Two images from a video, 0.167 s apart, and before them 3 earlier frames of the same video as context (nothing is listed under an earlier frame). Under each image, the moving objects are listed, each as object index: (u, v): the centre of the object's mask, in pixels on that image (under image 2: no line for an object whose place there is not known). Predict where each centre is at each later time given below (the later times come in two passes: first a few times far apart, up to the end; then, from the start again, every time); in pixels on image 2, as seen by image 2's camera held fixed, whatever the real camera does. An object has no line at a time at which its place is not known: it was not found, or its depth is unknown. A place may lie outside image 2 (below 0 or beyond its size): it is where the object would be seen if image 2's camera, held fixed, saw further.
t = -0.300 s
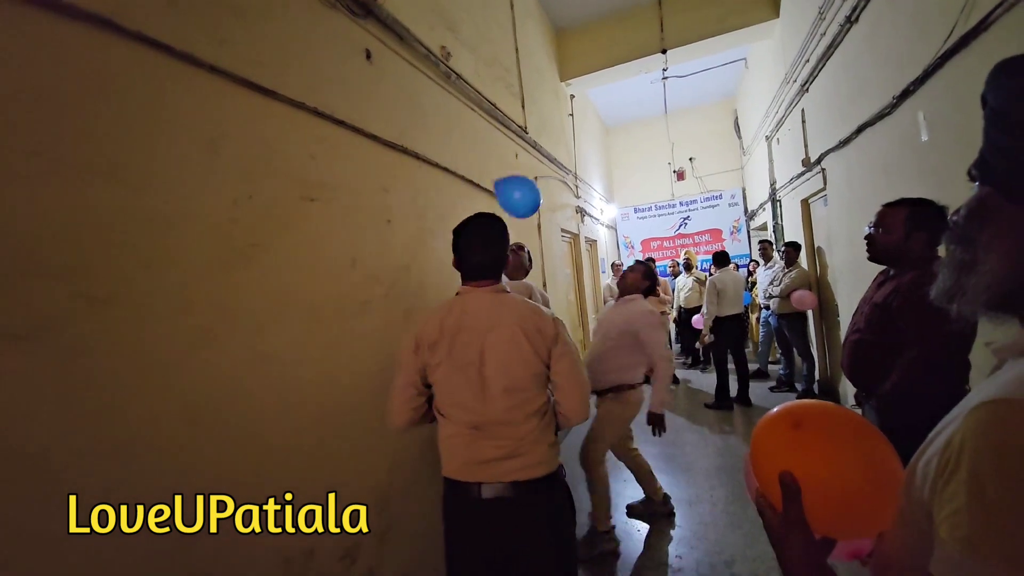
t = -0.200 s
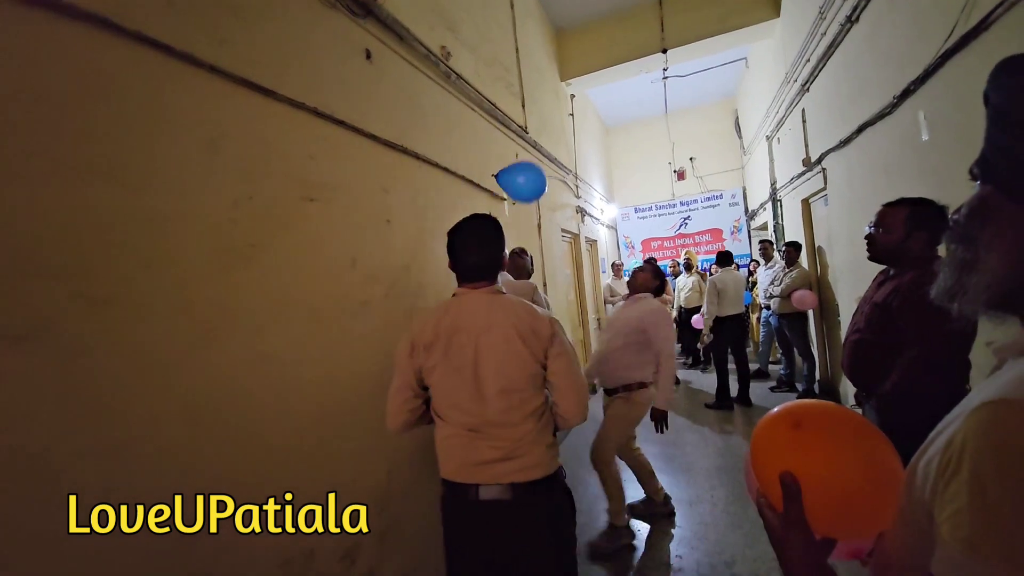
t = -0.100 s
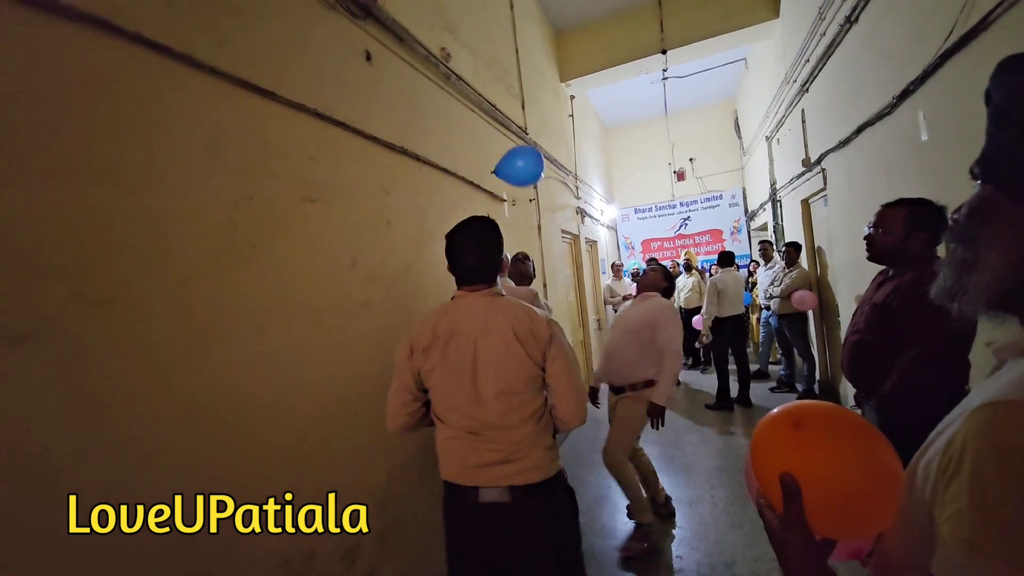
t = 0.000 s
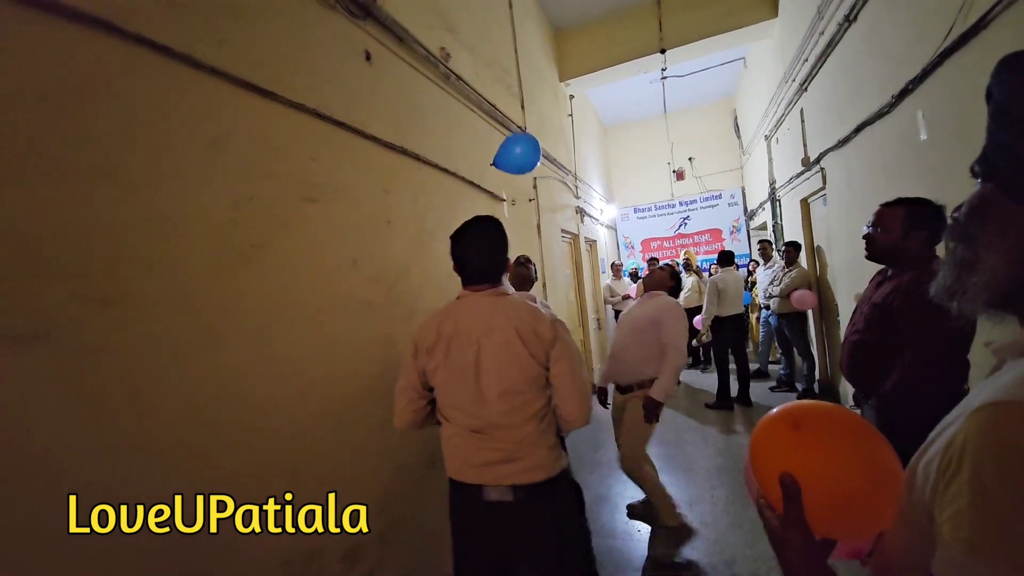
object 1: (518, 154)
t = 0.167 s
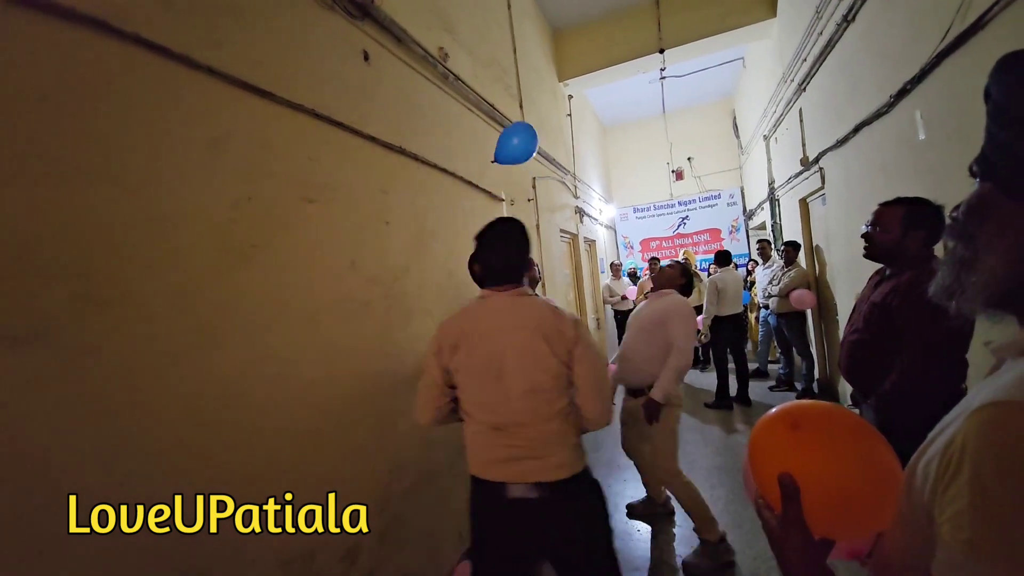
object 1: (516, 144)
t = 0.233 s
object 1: (516, 142)
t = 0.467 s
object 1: (513, 142)
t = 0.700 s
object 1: (525, 142)
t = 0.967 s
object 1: (543, 142)
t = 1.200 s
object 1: (553, 150)
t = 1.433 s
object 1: (563, 166)
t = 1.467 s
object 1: (565, 169)
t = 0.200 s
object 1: (516, 143)
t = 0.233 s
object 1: (516, 142)
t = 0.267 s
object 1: (515, 142)
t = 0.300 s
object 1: (515, 142)
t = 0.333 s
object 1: (514, 141)
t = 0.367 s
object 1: (514, 141)
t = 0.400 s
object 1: (513, 141)
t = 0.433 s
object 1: (513, 141)
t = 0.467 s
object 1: (513, 142)
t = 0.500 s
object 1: (513, 142)
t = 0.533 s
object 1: (514, 143)
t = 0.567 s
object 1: (516, 143)
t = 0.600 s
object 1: (518, 143)
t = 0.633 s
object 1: (520, 143)
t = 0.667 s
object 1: (522, 142)
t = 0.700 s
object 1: (525, 142)
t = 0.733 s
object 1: (527, 141)
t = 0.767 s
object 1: (530, 141)
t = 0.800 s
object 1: (533, 141)
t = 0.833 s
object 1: (535, 141)
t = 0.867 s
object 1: (537, 141)
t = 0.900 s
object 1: (539, 141)
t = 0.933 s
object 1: (541, 141)
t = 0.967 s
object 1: (543, 142)
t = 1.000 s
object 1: (545, 143)
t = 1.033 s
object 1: (546, 144)
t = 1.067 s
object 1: (548, 145)
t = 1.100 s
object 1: (549, 146)
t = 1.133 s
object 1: (550, 147)
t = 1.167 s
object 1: (552, 148)
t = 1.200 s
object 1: (553, 150)
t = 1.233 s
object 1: (555, 152)
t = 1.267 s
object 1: (556, 154)
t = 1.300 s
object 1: (558, 156)
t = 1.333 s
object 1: (559, 158)
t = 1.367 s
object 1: (560, 160)
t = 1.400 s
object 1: (562, 163)
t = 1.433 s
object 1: (563, 166)
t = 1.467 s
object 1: (565, 169)
